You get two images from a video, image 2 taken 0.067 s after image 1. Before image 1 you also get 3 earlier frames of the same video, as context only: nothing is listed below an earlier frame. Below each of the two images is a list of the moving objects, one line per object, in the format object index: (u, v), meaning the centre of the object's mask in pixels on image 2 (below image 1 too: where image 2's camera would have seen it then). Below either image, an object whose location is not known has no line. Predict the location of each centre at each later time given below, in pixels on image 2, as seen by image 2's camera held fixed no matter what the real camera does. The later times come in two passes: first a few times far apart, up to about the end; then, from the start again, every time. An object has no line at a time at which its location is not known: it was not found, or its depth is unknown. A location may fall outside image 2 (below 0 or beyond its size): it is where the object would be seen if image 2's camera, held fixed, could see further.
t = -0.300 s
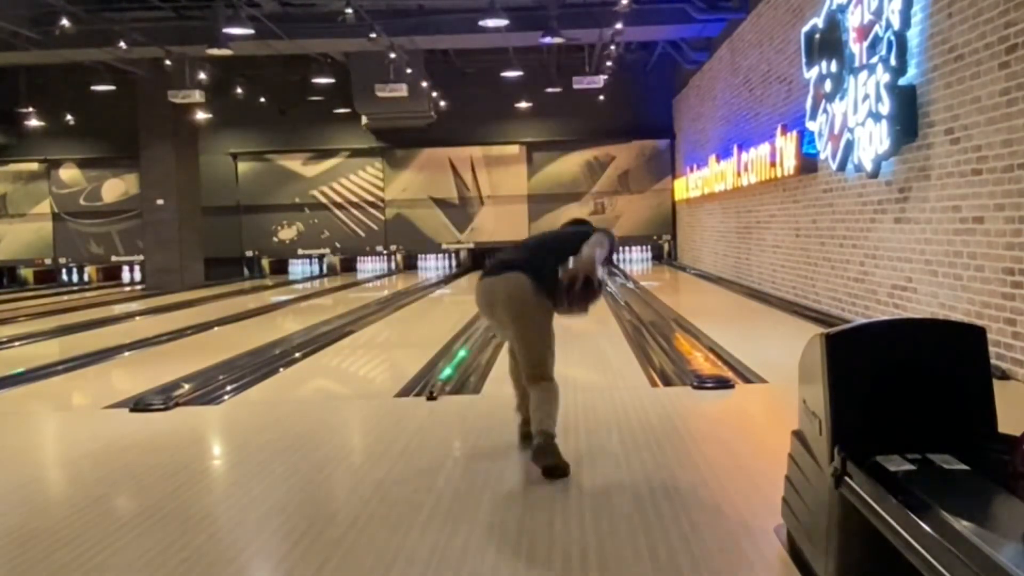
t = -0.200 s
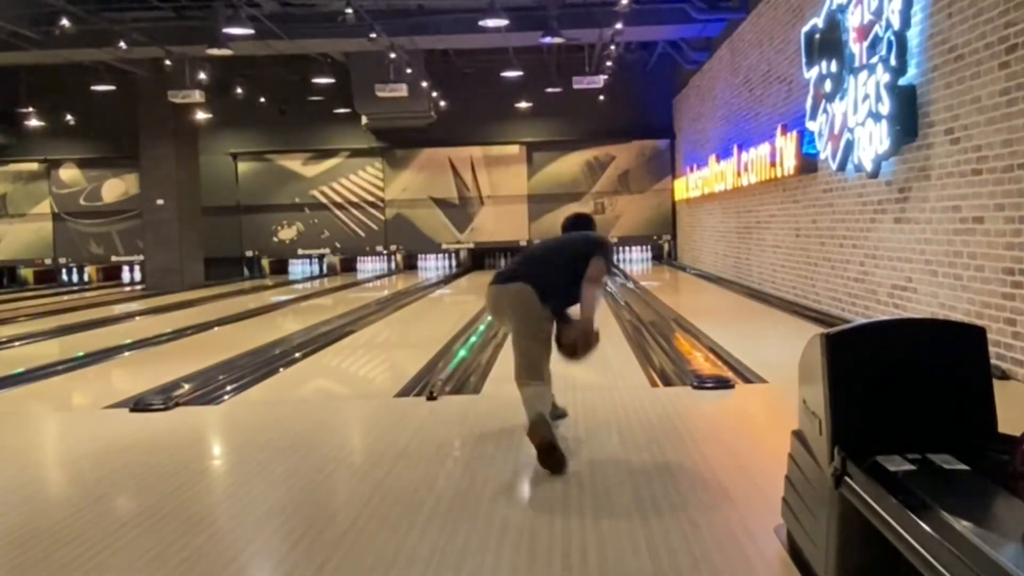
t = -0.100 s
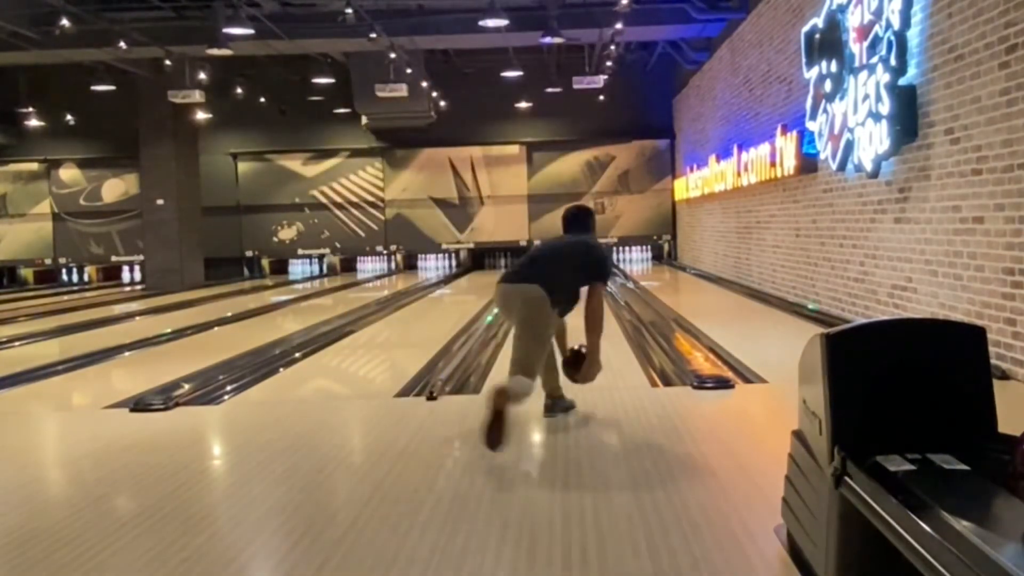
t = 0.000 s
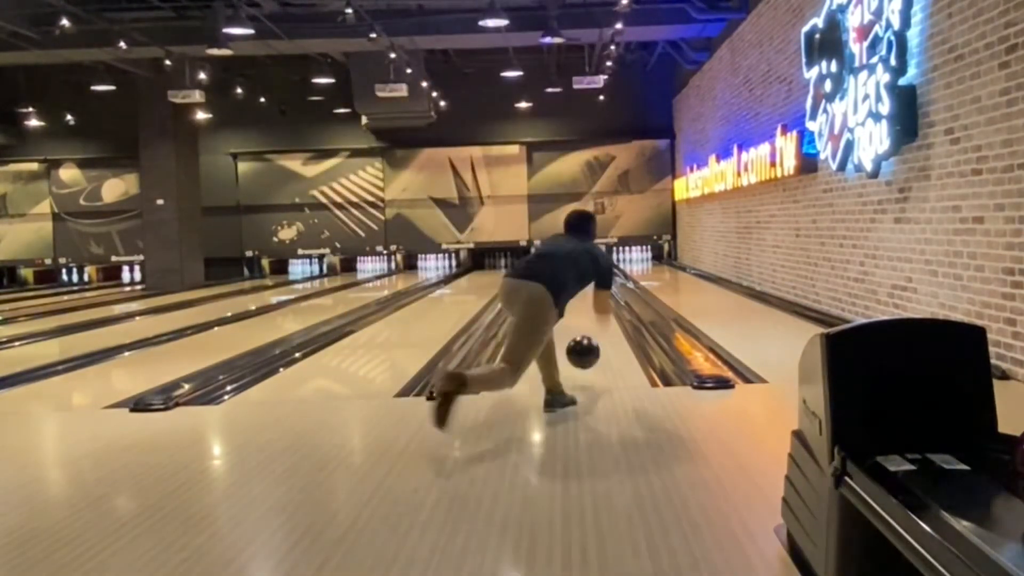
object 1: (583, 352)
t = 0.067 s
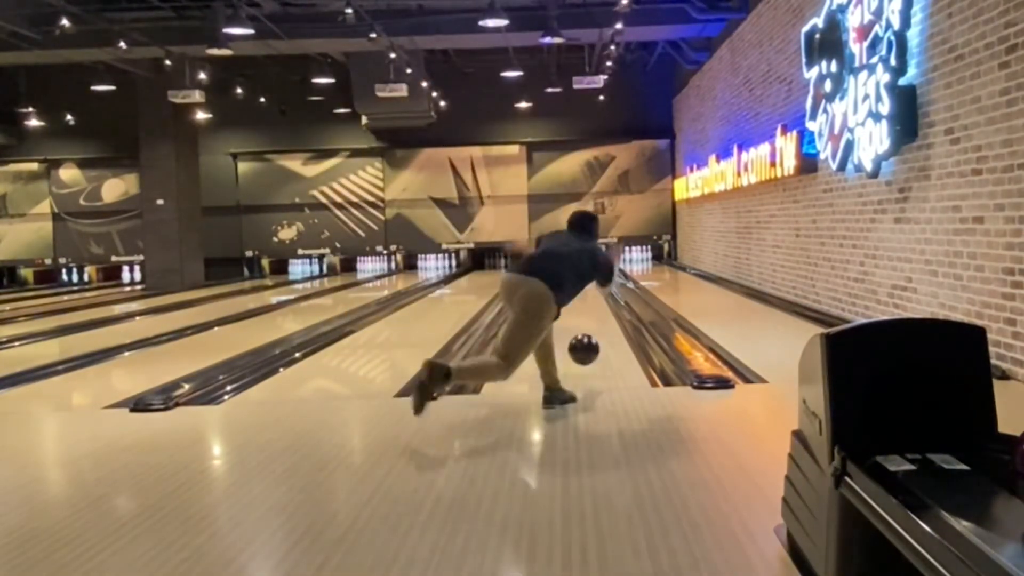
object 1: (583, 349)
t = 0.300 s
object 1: (584, 329)
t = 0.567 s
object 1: (584, 308)
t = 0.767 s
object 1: (581, 298)
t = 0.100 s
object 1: (584, 350)
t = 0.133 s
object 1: (584, 348)
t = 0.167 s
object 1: (584, 343)
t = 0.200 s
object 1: (584, 340)
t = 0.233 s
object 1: (585, 336)
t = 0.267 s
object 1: (584, 333)
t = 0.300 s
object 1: (584, 329)
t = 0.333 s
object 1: (585, 326)
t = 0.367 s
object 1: (584, 322)
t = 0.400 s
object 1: (584, 320)
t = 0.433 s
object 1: (584, 317)
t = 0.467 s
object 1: (584, 314)
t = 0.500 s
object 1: (584, 312)
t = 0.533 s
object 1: (584, 310)
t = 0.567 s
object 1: (584, 308)
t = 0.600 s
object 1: (584, 306)
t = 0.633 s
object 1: (584, 304)
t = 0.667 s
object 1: (584, 302)
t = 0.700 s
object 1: (584, 300)
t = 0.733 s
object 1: (583, 299)
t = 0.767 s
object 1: (581, 298)
